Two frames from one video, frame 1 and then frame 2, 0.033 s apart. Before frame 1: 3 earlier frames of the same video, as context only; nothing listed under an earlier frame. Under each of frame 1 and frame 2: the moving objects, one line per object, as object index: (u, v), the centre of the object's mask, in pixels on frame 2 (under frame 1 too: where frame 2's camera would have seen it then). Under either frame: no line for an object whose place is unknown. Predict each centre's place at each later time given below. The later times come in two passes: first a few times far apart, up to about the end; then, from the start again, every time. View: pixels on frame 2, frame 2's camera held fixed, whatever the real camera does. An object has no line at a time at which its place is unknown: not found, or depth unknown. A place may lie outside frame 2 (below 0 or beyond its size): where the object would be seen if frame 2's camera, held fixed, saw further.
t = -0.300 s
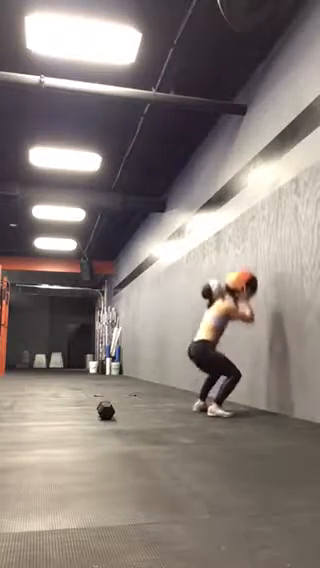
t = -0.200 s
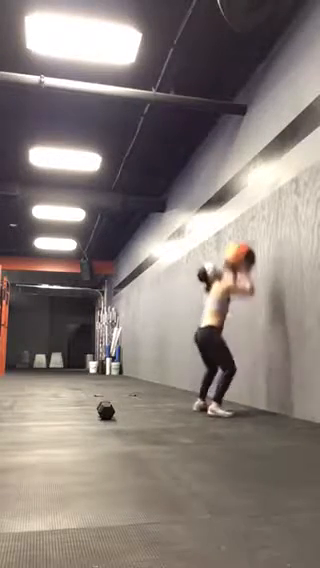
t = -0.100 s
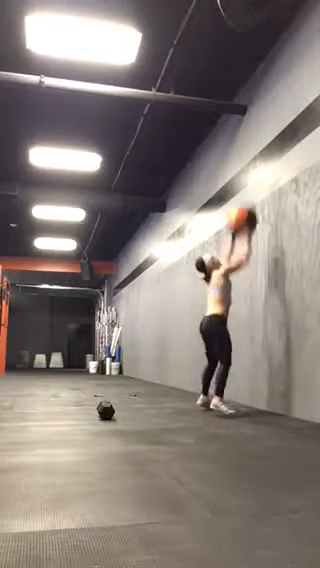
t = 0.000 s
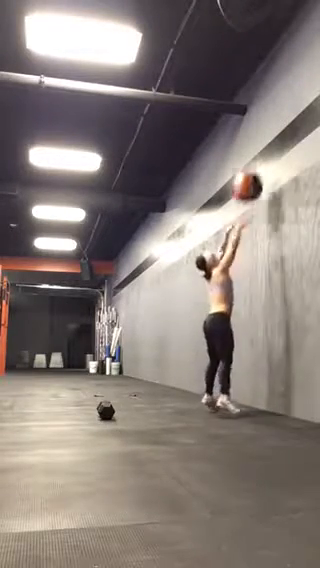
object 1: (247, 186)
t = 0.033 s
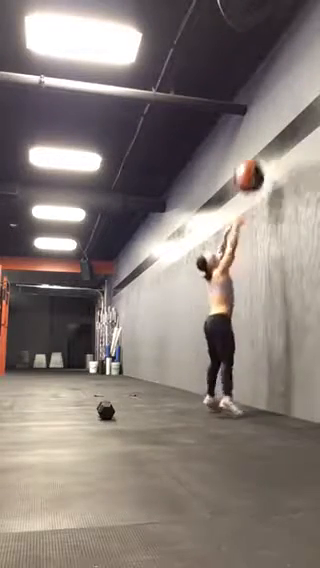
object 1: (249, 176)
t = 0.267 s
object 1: (260, 139)
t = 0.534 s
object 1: (257, 151)
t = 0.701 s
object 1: (254, 189)
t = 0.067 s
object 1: (250, 168)
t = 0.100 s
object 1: (252, 161)
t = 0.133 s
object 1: (254, 154)
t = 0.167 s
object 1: (256, 149)
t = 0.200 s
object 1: (257, 145)
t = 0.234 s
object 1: (259, 142)
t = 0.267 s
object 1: (260, 139)
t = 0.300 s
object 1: (260, 138)
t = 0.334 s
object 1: (260, 137)
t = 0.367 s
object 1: (260, 137)
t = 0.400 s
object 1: (260, 138)
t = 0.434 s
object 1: (259, 140)
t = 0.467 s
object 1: (258, 143)
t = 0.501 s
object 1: (258, 146)
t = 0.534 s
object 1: (257, 151)
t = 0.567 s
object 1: (256, 156)
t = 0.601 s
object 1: (255, 163)
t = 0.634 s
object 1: (255, 170)
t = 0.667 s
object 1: (255, 179)
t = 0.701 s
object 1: (254, 189)
